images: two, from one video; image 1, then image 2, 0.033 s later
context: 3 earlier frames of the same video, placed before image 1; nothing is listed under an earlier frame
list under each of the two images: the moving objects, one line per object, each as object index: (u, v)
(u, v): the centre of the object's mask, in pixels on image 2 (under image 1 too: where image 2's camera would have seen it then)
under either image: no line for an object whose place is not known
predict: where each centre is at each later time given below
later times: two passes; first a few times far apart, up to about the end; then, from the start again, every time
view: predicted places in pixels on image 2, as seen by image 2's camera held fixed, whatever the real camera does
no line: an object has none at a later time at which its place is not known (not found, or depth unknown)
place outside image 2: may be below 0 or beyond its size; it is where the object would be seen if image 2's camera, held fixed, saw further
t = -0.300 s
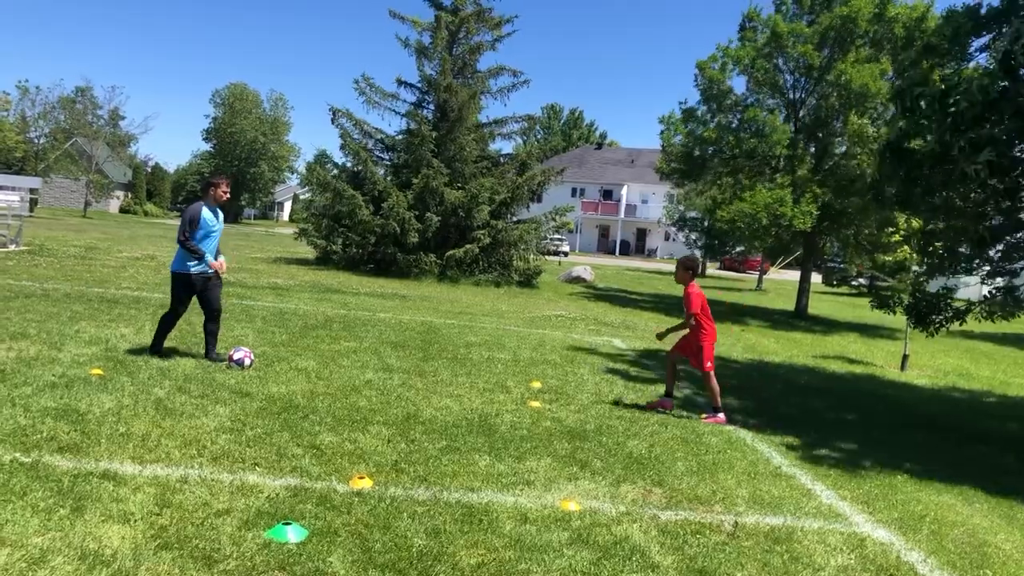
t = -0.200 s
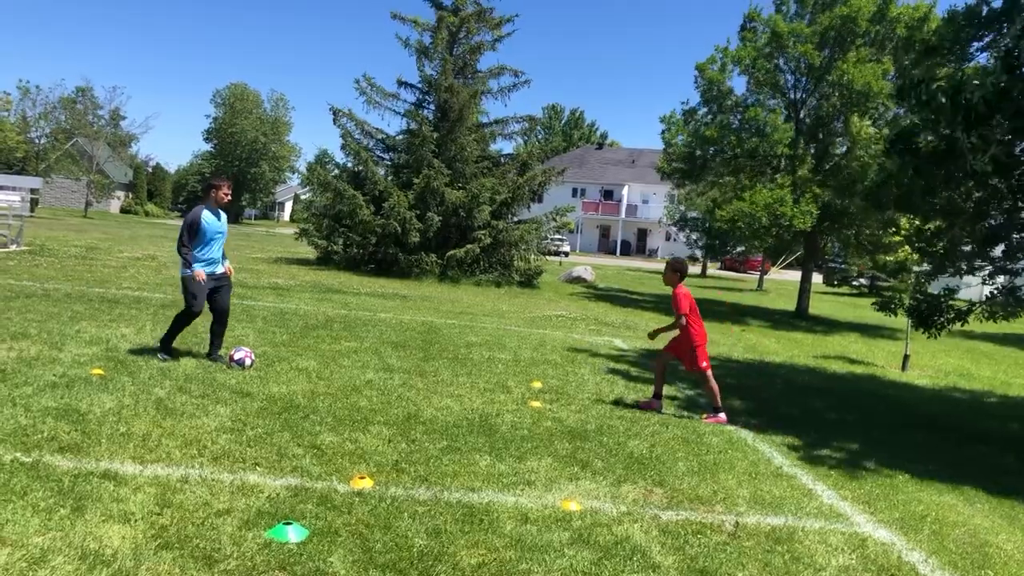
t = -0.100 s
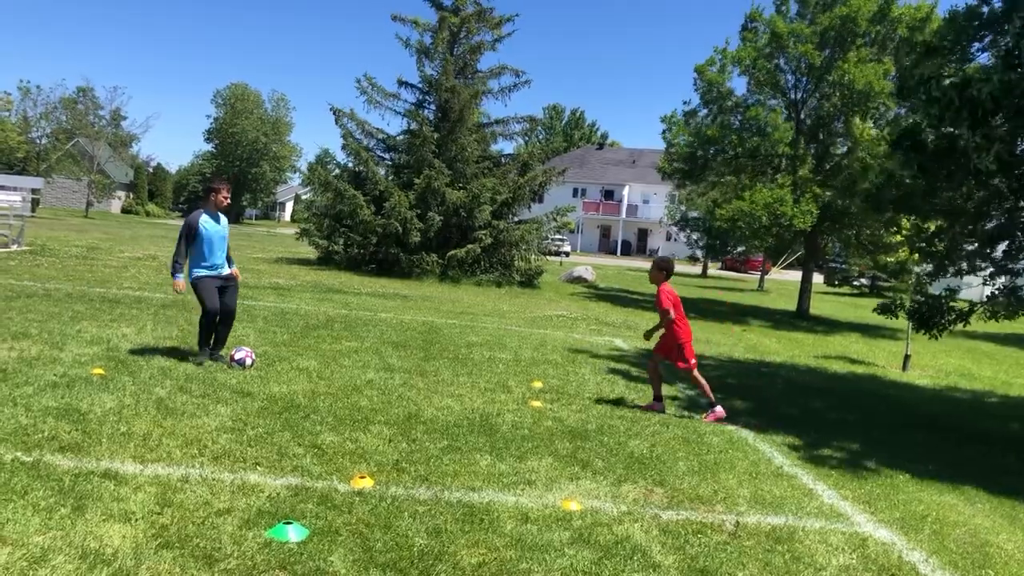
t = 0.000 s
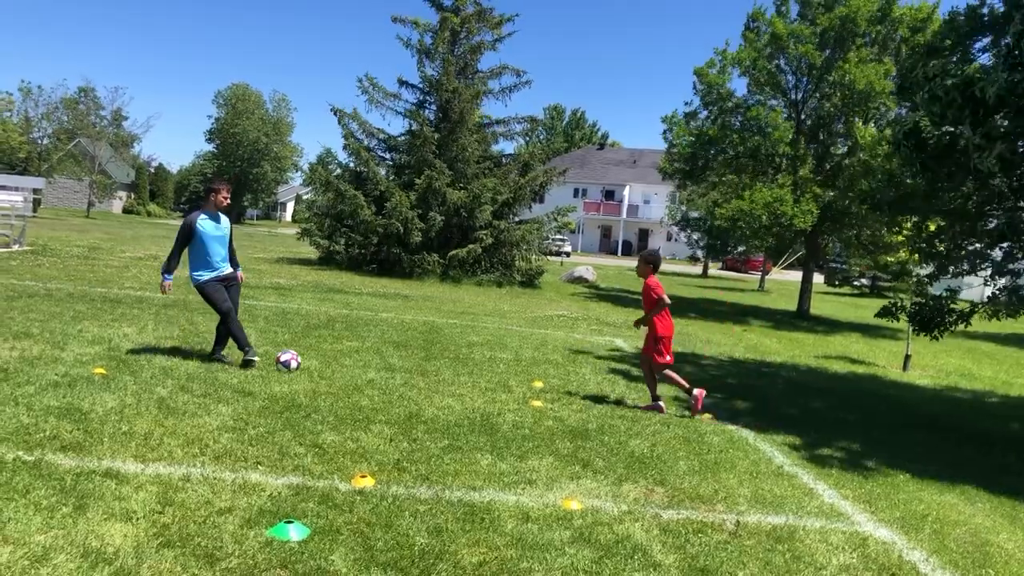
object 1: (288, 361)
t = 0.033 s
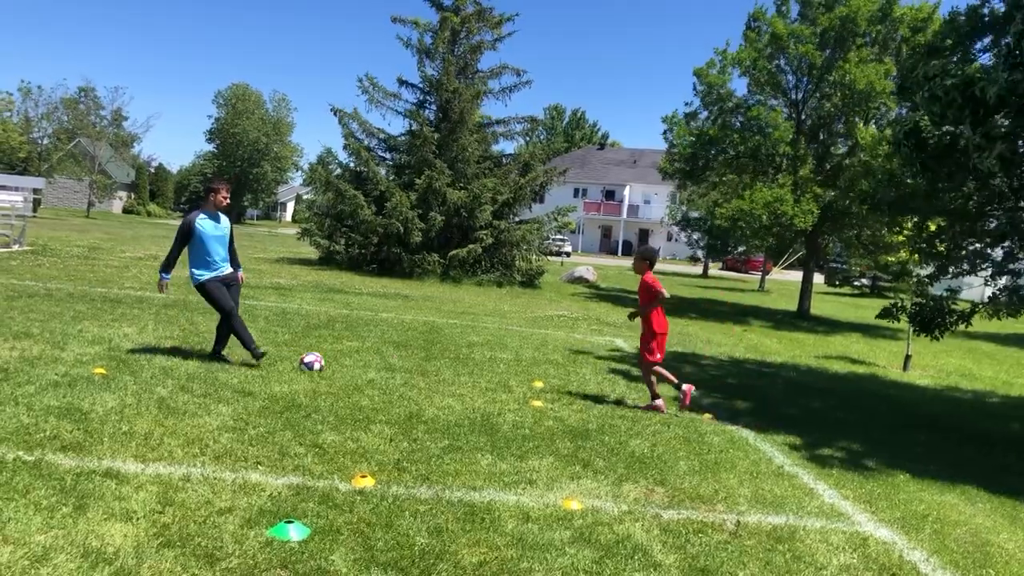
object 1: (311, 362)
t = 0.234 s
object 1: (428, 370)
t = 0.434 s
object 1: (516, 377)
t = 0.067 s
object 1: (334, 364)
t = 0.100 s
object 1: (356, 367)
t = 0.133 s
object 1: (376, 367)
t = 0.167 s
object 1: (393, 368)
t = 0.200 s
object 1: (411, 368)
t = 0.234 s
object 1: (428, 370)
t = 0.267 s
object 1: (444, 372)
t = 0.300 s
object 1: (461, 374)
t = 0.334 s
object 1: (476, 376)
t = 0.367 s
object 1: (490, 375)
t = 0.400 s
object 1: (503, 375)
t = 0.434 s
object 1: (516, 377)
